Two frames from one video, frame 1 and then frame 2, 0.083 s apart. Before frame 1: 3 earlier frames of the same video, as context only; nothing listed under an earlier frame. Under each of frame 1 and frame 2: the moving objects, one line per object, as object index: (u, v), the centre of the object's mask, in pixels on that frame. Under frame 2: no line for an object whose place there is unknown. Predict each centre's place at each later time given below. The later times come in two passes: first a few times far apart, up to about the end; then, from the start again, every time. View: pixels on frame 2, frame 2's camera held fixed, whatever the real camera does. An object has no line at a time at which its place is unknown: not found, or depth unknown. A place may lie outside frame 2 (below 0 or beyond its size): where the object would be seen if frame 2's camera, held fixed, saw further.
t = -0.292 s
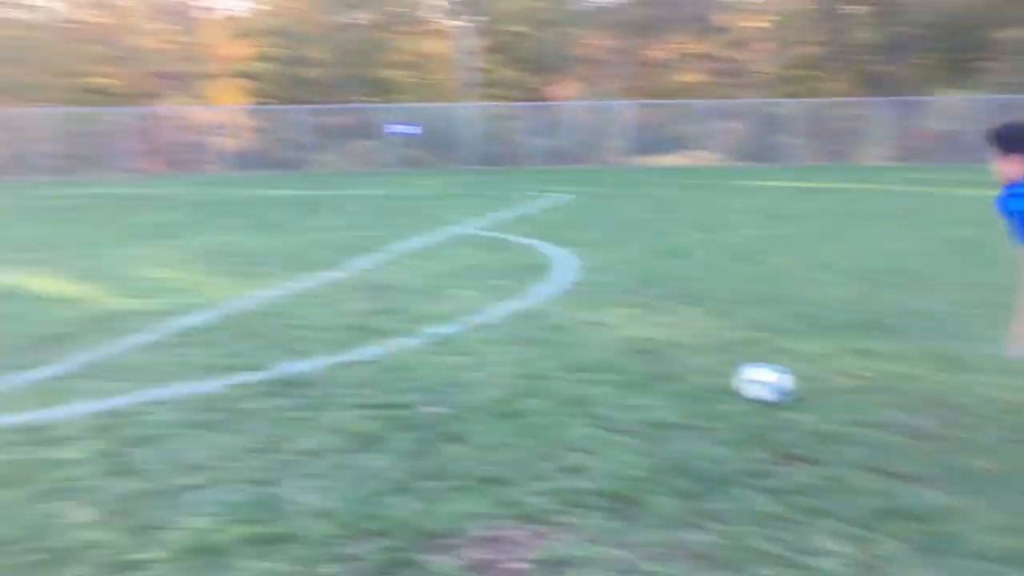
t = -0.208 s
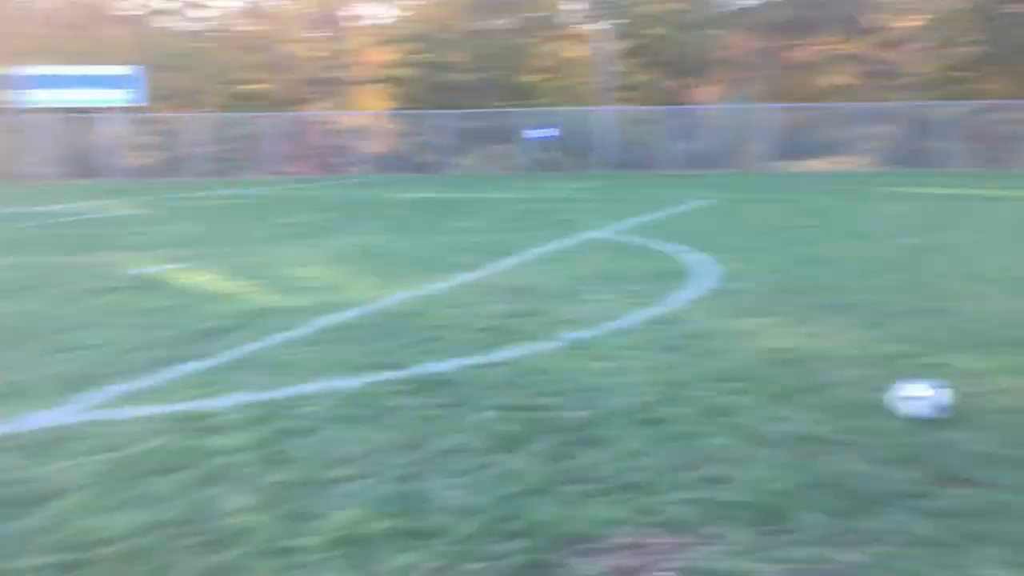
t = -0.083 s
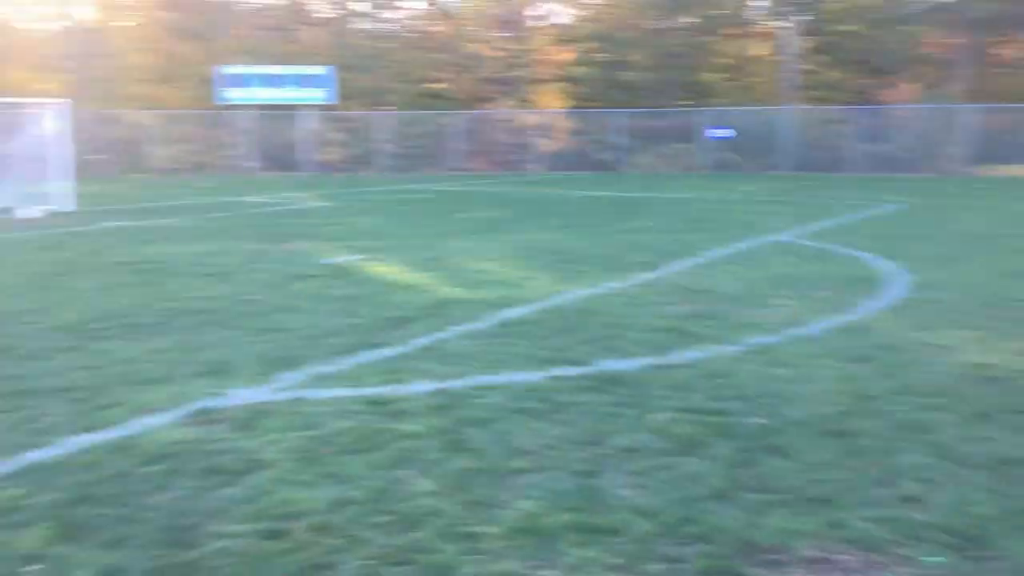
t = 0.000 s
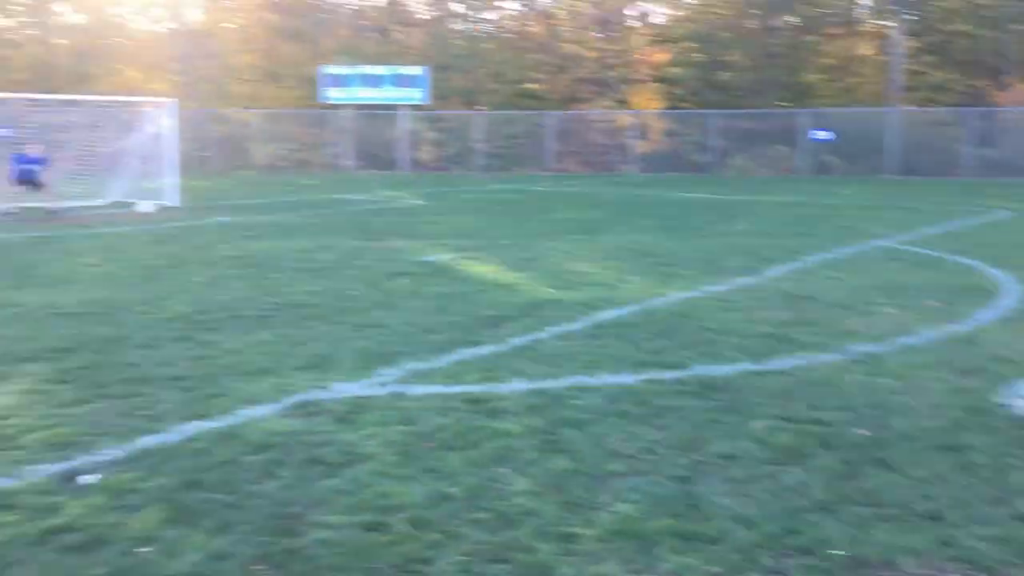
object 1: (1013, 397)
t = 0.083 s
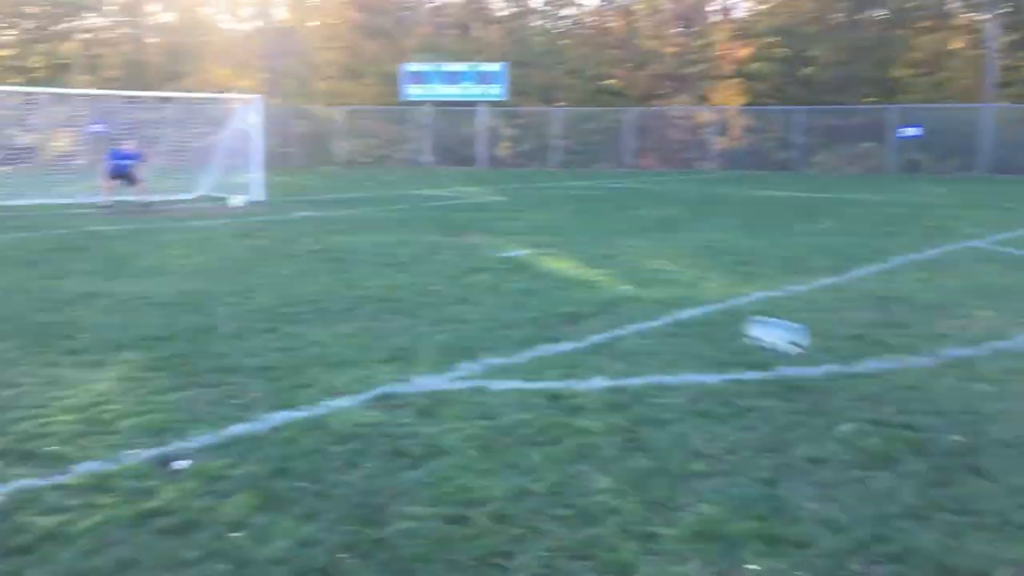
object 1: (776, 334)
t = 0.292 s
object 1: (313, 270)
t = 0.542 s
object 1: (65, 227)
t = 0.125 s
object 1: (648, 312)
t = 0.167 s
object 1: (539, 297)
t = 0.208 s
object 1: (453, 287)
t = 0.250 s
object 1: (373, 282)
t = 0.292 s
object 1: (313, 270)
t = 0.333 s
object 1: (260, 254)
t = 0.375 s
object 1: (214, 243)
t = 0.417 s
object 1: (171, 236)
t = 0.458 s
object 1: (132, 230)
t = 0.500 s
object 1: (98, 228)
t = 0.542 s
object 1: (65, 227)
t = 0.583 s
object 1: (32, 229)
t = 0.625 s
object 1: (5, 228)
